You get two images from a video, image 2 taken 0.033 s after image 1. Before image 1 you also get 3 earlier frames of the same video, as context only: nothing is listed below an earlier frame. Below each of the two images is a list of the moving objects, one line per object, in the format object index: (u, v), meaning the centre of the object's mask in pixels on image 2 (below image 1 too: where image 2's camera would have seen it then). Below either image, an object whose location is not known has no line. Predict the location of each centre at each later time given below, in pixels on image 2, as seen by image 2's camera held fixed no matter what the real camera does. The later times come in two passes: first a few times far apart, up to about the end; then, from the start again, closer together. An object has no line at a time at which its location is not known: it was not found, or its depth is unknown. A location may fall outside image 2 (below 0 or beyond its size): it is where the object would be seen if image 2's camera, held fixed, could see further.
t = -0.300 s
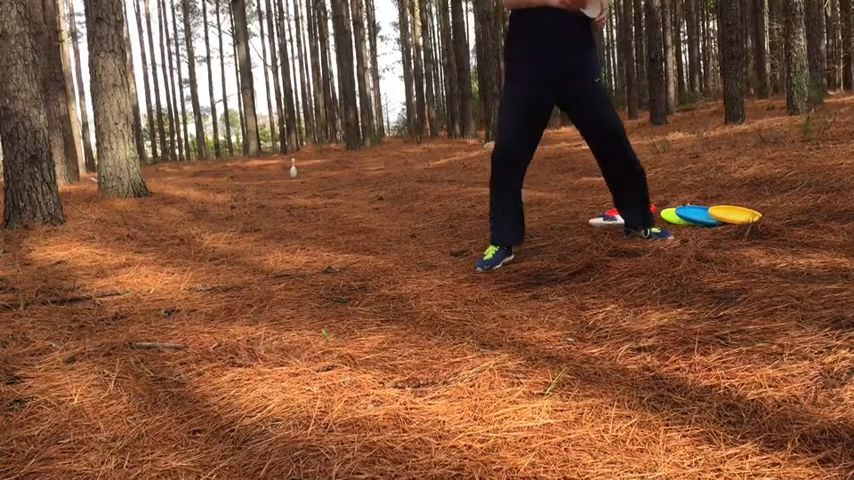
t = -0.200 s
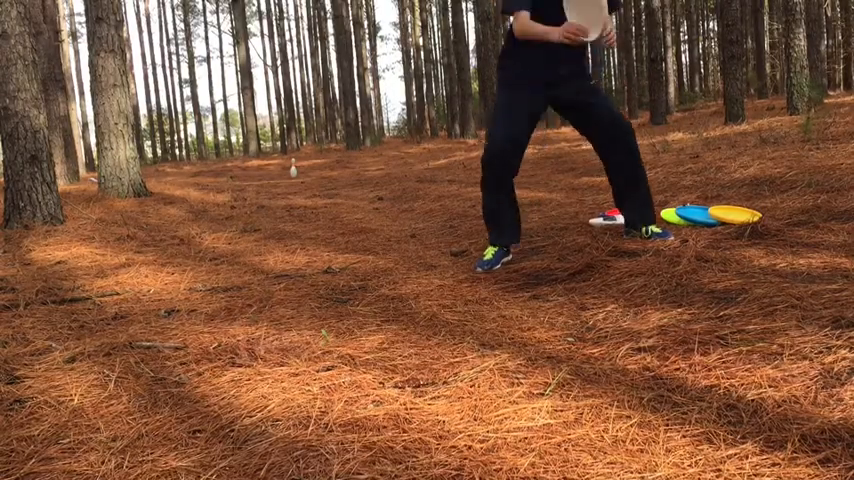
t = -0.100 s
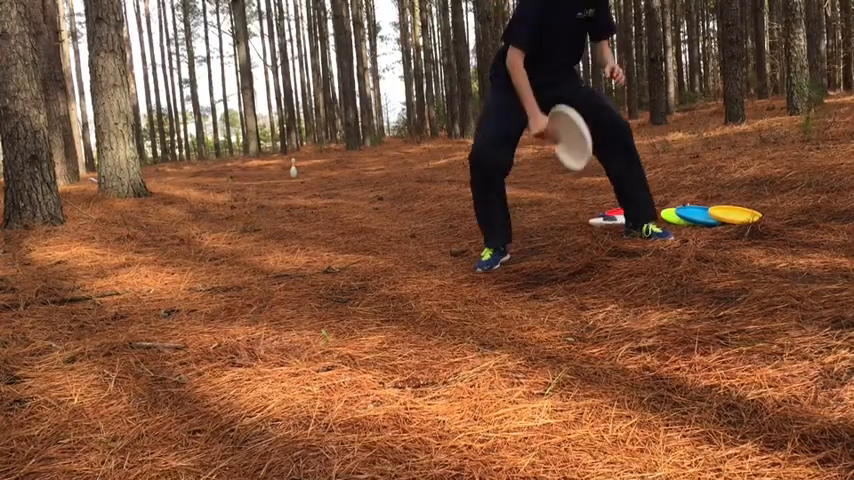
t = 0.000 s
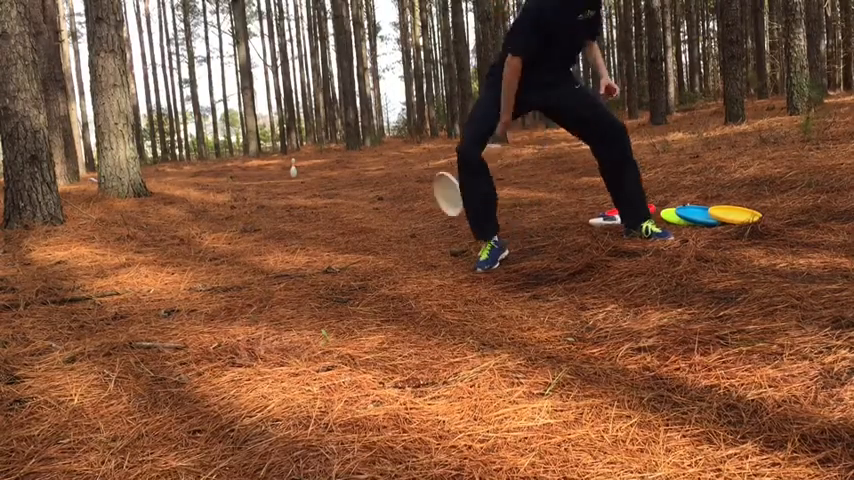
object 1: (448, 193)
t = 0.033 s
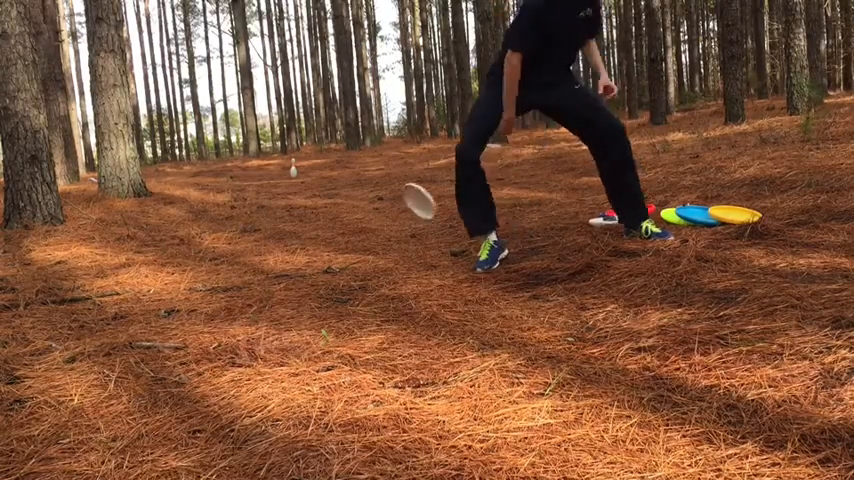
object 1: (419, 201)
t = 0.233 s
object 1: (315, 191)
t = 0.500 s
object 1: (263, 167)
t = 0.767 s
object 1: (255, 180)
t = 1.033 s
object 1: (260, 171)
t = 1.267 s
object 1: (277, 176)
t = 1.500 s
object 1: (275, 170)
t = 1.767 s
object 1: (257, 173)
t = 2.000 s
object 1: (244, 174)
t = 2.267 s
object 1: (233, 175)
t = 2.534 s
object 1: (225, 174)
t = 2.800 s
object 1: (219, 175)
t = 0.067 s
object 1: (395, 207)
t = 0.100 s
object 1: (374, 208)
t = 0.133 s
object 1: (356, 203)
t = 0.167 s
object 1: (342, 199)
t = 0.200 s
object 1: (327, 196)
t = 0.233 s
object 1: (315, 191)
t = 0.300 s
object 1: (298, 180)
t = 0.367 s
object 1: (283, 171)
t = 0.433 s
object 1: (272, 169)
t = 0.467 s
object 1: (267, 166)
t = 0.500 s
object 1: (263, 167)
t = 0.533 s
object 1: (260, 167)
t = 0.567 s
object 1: (260, 168)
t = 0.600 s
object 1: (257, 170)
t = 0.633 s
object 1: (256, 170)
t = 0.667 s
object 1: (256, 173)
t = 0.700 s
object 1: (255, 175)
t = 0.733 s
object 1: (255, 177)
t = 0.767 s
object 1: (255, 180)
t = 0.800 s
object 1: (254, 180)
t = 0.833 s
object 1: (254, 177)
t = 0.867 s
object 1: (254, 176)
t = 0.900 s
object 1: (255, 175)
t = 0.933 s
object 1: (256, 174)
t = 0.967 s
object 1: (257, 173)
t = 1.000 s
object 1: (259, 172)
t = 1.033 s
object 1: (260, 171)
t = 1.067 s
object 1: (262, 171)
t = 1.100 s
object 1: (264, 172)
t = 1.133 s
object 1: (266, 172)
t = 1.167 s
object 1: (268, 173)
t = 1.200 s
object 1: (271, 174)
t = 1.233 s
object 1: (273, 175)
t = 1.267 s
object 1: (277, 176)
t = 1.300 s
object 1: (280, 175)
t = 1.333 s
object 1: (283, 174)
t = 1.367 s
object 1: (283, 171)
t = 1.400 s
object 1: (281, 170)
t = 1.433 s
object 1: (279, 169)
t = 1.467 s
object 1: (277, 169)
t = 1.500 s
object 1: (275, 170)
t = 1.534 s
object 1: (273, 171)
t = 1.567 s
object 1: (272, 173)
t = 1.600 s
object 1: (271, 174)
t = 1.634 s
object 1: (269, 173)
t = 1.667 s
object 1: (266, 173)
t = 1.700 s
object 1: (262, 173)
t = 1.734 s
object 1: (260, 173)
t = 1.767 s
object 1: (257, 173)
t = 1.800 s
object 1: (255, 174)
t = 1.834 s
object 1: (254, 174)
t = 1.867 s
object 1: (251, 174)
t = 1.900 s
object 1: (250, 174)
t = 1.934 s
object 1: (248, 174)
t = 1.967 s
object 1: (246, 174)
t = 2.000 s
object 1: (244, 174)
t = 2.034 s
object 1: (243, 174)
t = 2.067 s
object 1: (241, 174)
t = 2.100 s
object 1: (240, 175)
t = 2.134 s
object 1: (239, 175)
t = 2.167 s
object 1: (237, 175)
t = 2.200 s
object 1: (236, 175)
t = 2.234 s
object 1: (234, 175)
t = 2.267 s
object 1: (233, 175)
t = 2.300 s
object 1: (232, 174)
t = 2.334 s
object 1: (231, 175)
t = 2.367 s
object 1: (230, 175)
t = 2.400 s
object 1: (229, 174)
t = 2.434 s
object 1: (229, 174)
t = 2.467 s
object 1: (227, 175)
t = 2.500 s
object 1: (226, 175)
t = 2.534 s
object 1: (225, 174)
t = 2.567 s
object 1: (224, 174)
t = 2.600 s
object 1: (223, 174)
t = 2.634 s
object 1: (223, 175)
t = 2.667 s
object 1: (221, 175)
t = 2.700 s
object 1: (220, 175)
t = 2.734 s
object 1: (220, 174)
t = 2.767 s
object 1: (219, 175)
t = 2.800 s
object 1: (219, 175)
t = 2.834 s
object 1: (218, 174)
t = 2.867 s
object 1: (217, 174)
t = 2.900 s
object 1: (216, 175)
